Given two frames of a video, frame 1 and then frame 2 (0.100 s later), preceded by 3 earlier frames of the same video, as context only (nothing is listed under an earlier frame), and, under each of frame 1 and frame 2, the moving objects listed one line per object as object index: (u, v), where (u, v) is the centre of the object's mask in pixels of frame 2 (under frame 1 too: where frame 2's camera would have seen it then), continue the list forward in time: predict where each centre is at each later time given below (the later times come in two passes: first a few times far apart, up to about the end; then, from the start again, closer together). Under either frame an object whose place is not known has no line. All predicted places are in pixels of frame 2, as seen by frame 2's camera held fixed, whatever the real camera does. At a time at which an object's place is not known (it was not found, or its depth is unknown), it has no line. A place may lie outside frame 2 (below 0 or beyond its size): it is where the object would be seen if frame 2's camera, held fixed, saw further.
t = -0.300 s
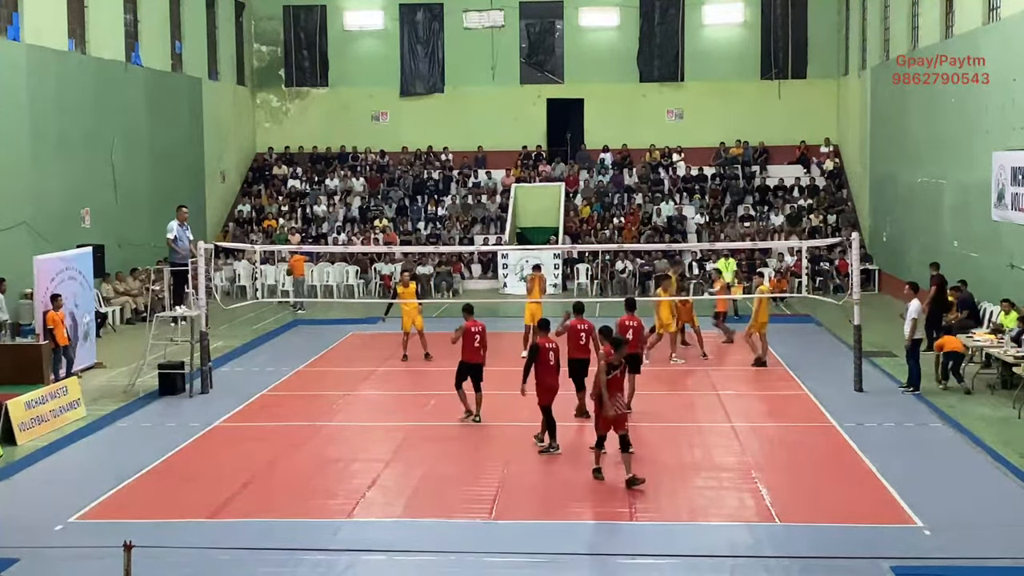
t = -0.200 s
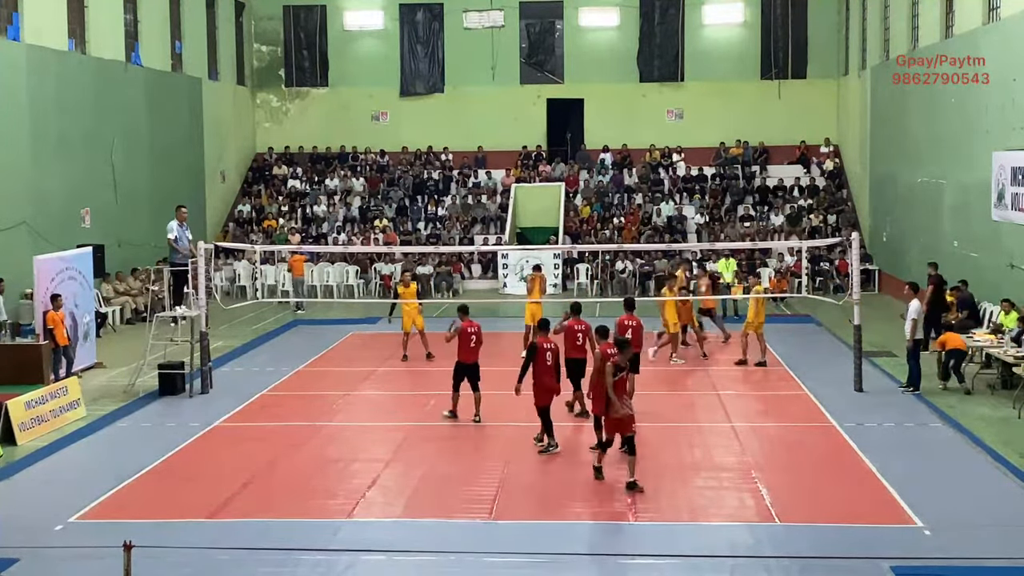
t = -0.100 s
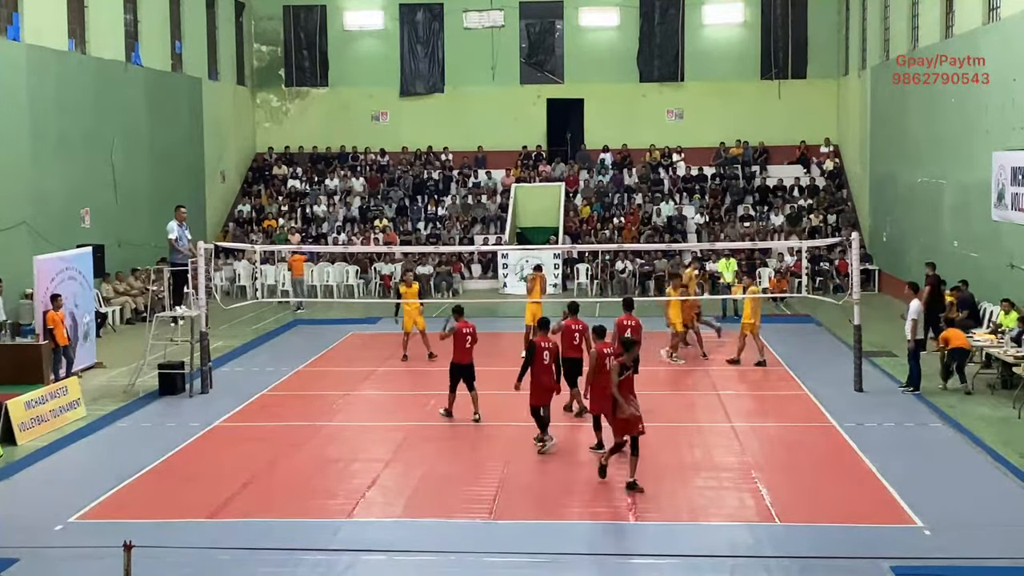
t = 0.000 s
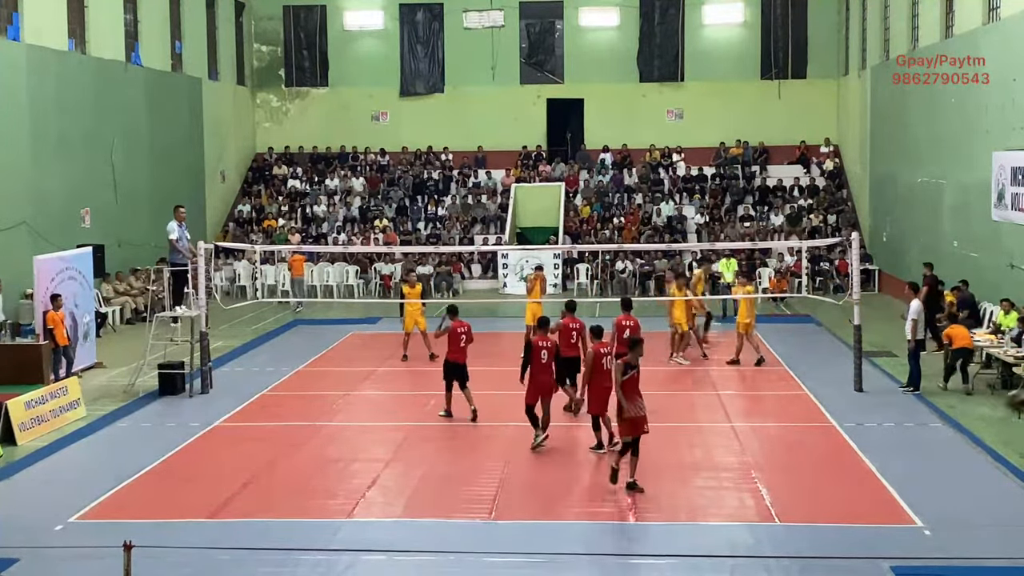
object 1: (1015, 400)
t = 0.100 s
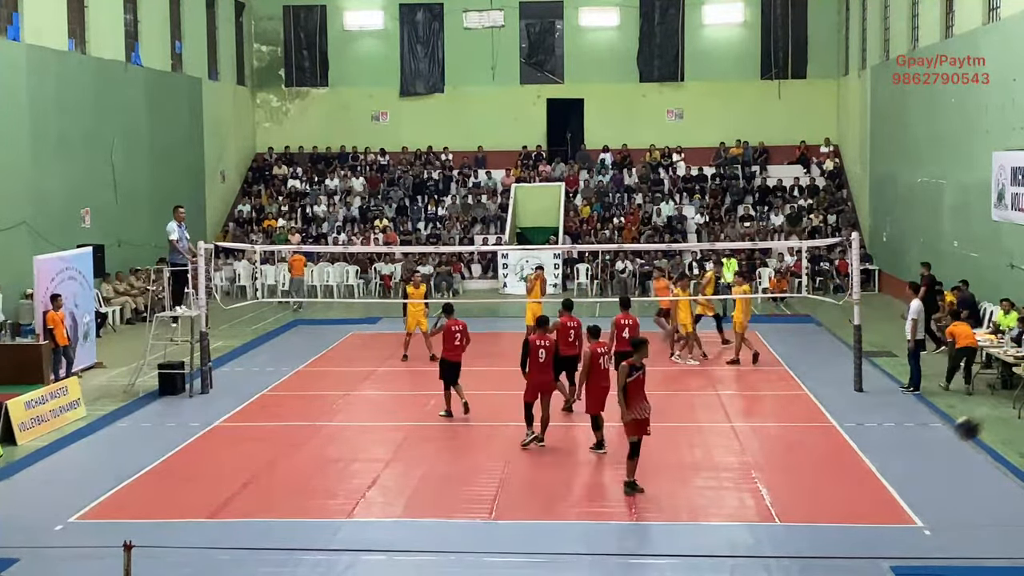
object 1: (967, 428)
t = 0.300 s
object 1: (877, 503)
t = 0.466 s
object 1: (828, 505)
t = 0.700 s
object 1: (789, 431)
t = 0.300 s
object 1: (877, 503)
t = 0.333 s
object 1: (863, 519)
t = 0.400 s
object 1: (840, 537)
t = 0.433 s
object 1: (833, 519)
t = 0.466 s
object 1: (828, 505)
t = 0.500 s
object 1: (823, 491)
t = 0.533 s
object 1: (816, 477)
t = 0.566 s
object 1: (811, 467)
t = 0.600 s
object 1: (806, 456)
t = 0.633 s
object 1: (800, 446)
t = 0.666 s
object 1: (795, 439)
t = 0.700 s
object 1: (789, 431)
